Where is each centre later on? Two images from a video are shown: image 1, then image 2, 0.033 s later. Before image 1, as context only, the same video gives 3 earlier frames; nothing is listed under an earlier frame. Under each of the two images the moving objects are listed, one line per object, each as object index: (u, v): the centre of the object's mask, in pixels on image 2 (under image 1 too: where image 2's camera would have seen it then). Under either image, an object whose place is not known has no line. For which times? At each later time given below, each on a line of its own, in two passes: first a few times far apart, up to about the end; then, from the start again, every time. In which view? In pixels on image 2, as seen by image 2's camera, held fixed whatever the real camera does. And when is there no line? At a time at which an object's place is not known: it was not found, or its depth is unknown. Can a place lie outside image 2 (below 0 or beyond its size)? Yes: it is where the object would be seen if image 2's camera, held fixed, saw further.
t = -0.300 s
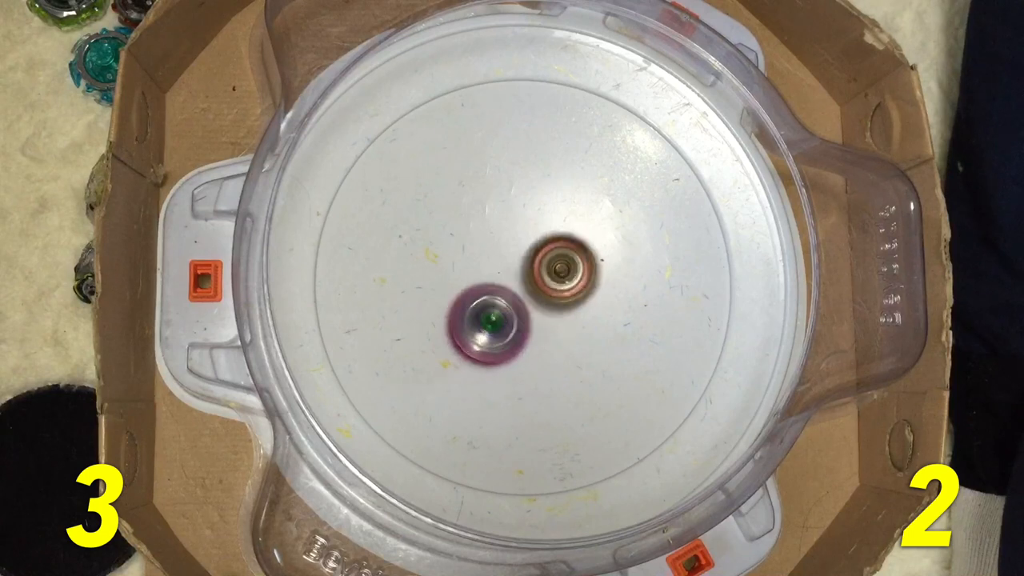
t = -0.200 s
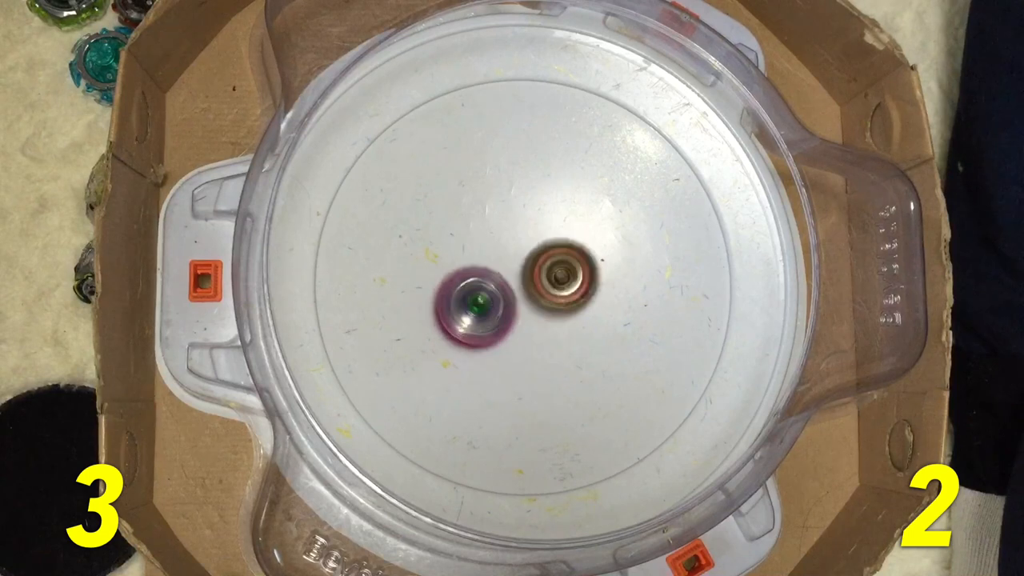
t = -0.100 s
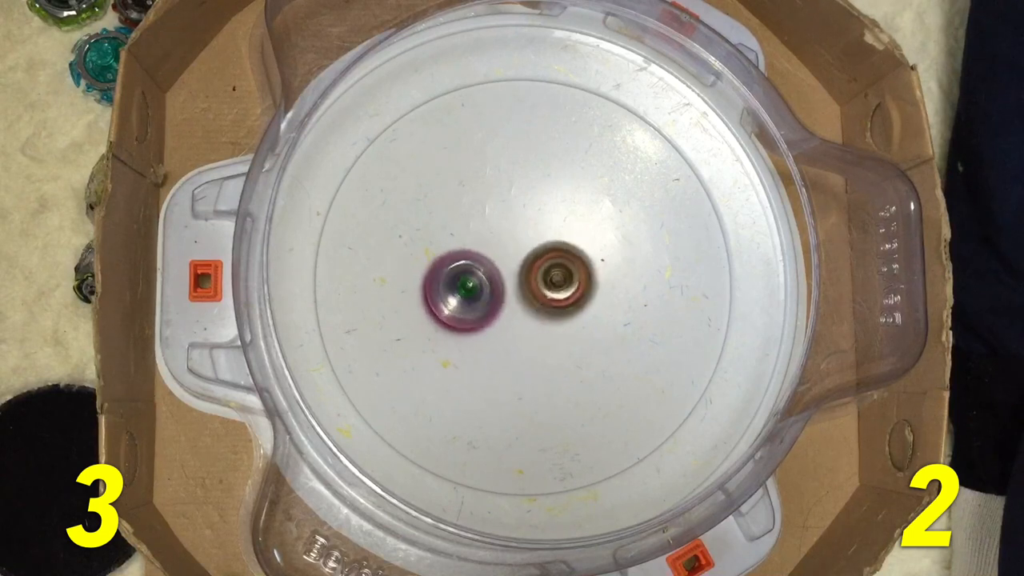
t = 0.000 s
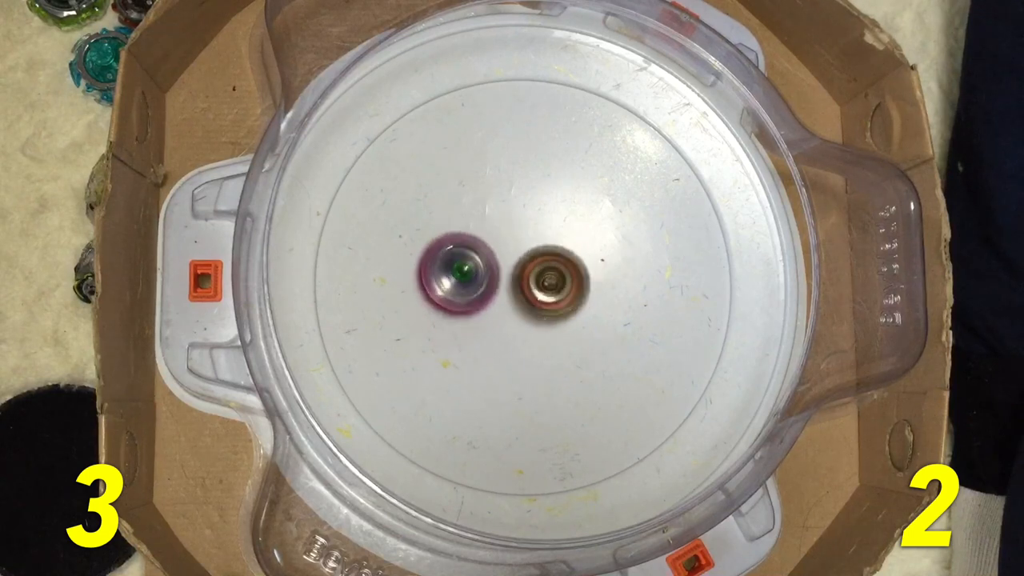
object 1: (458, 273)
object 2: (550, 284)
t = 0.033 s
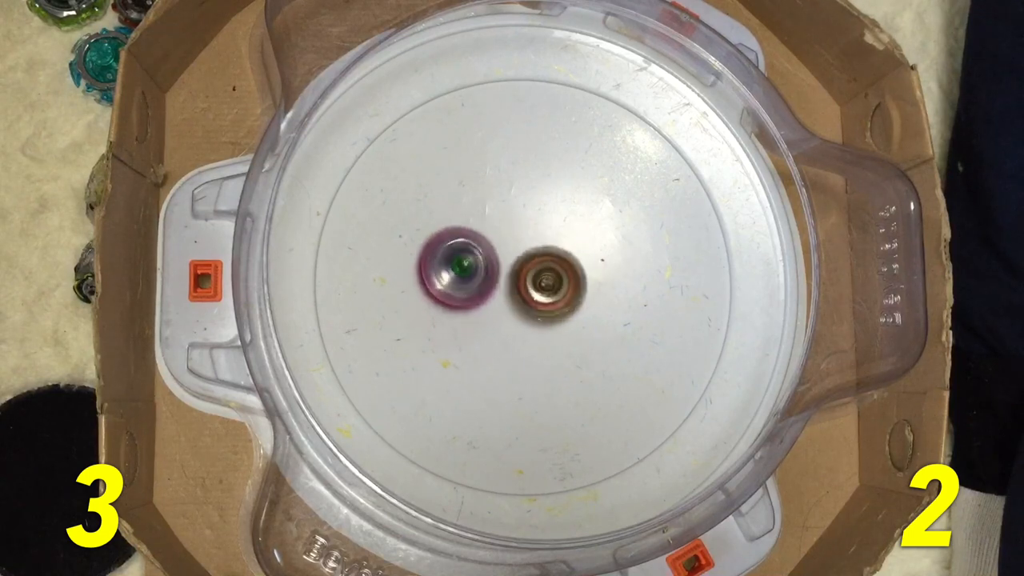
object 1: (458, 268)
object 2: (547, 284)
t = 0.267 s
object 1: (450, 224)
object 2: (542, 294)
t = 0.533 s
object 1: (489, 209)
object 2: (533, 285)
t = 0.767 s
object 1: (527, 184)
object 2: (543, 319)
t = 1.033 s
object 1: (567, 217)
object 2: (546, 317)
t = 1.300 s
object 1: (595, 264)
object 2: (528, 314)
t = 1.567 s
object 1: (592, 313)
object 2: (509, 297)
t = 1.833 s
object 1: (551, 339)
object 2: (513, 265)
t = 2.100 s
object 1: (499, 329)
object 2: (536, 253)
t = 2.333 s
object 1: (475, 295)
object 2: (552, 265)
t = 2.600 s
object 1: (475, 247)
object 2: (548, 290)
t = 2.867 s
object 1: (509, 214)
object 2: (524, 298)
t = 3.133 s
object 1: (554, 214)
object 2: (507, 286)
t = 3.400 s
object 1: (593, 250)
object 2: (499, 267)
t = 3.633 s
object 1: (604, 290)
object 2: (507, 268)
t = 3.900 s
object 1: (575, 336)
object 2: (516, 268)
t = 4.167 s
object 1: (529, 353)
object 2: (519, 255)
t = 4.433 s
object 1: (485, 325)
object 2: (533, 231)
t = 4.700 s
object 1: (480, 264)
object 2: (559, 239)
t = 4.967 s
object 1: (493, 218)
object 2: (555, 275)
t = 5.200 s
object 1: (531, 209)
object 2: (515, 296)
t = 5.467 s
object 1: (568, 248)
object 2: (490, 277)
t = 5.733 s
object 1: (582, 307)
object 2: (501, 253)
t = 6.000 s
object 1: (551, 348)
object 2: (534, 260)
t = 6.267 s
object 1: (501, 348)
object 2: (546, 260)
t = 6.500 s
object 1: (476, 304)
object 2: (546, 255)
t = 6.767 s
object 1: (475, 249)
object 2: (576, 261)
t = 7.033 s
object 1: (524, 222)
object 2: (587, 305)
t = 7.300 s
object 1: (576, 248)
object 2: (513, 307)
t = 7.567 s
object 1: (580, 310)
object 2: (480, 251)
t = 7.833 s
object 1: (538, 339)
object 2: (525, 229)
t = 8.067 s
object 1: (491, 316)
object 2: (567, 274)
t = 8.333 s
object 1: (471, 269)
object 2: (560, 310)
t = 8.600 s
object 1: (506, 215)
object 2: (528, 311)
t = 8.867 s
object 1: (564, 227)
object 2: (523, 292)
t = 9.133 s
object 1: (589, 280)
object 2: (508, 299)
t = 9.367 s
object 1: (583, 328)
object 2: (487, 269)
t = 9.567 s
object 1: (544, 332)
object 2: (514, 243)
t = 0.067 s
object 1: (459, 262)
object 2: (544, 285)
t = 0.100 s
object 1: (456, 254)
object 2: (545, 290)
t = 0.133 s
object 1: (452, 246)
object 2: (547, 293)
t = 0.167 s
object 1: (450, 239)
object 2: (546, 294)
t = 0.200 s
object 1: (449, 233)
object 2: (545, 294)
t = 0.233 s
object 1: (449, 228)
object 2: (544, 294)
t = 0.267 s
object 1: (450, 224)
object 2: (542, 294)
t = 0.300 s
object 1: (453, 220)
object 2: (541, 293)
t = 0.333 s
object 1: (456, 217)
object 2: (540, 292)
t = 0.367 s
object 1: (460, 215)
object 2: (538, 291)
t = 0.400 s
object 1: (465, 213)
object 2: (537, 290)
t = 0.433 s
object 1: (470, 211)
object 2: (536, 289)
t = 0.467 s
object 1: (476, 210)
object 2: (535, 288)
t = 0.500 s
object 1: (483, 209)
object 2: (534, 286)
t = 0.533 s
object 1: (489, 209)
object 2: (533, 285)
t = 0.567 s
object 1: (496, 209)
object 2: (533, 286)
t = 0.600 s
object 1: (501, 199)
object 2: (536, 299)
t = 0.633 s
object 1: (507, 192)
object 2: (538, 309)
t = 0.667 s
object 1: (512, 187)
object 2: (540, 316)
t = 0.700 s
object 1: (516, 184)
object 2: (541, 319)
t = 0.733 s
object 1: (521, 183)
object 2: (542, 319)
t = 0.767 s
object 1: (527, 184)
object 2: (543, 319)
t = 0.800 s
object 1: (532, 185)
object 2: (544, 319)
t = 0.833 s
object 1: (537, 188)
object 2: (544, 319)
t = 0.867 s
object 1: (542, 190)
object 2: (545, 319)
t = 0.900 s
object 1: (548, 194)
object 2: (545, 319)
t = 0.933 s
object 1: (553, 198)
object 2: (546, 319)
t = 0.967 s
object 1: (558, 204)
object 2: (546, 319)
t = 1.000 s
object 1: (562, 210)
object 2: (546, 318)
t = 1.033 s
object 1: (567, 217)
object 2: (546, 317)
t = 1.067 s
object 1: (571, 224)
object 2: (547, 316)
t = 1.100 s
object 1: (575, 232)
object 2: (547, 315)
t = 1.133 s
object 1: (579, 239)
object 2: (546, 314)
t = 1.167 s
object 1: (584, 245)
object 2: (542, 315)
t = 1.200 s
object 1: (588, 250)
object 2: (538, 315)
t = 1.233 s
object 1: (592, 254)
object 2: (533, 316)
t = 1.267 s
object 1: (594, 258)
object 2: (531, 315)
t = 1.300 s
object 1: (595, 264)
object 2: (528, 314)
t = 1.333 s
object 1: (597, 270)
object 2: (524, 313)
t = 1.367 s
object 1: (598, 277)
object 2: (521, 312)
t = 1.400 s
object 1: (598, 283)
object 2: (518, 311)
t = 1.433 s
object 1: (598, 289)
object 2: (515, 310)
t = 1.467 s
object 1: (597, 295)
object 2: (513, 307)
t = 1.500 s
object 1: (596, 301)
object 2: (512, 305)
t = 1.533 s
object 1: (594, 307)
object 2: (511, 301)
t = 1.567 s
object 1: (592, 313)
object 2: (509, 297)
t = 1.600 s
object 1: (589, 318)
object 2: (507, 292)
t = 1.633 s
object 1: (585, 323)
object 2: (507, 287)
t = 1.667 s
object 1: (581, 327)
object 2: (506, 283)
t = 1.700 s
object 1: (575, 331)
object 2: (505, 278)
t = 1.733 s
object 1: (570, 334)
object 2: (506, 275)
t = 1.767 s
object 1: (563, 336)
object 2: (507, 272)
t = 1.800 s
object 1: (558, 338)
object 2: (509, 268)
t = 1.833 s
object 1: (551, 339)
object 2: (513, 265)
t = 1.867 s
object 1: (545, 339)
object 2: (516, 262)
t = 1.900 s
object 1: (538, 340)
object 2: (519, 258)
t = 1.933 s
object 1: (530, 339)
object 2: (522, 255)
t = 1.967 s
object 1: (524, 338)
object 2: (525, 253)
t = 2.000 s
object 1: (517, 336)
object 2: (527, 251)
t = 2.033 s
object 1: (510, 334)
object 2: (529, 252)
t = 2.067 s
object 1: (505, 332)
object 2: (532, 253)
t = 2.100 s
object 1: (499, 329)
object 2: (536, 253)
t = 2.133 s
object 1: (495, 325)
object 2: (540, 255)
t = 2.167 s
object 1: (491, 321)
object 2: (543, 256)
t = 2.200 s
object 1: (487, 317)
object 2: (546, 257)
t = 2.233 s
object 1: (483, 312)
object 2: (549, 258)
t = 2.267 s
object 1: (480, 307)
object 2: (549, 260)
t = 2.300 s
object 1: (477, 301)
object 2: (550, 262)
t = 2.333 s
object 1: (475, 295)
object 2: (552, 265)
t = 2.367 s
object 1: (473, 289)
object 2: (554, 269)
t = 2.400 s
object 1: (471, 283)
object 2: (555, 273)
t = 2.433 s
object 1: (470, 277)
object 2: (556, 277)
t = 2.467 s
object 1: (470, 271)
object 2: (557, 280)
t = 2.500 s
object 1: (470, 265)
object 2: (556, 282)
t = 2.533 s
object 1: (472, 259)
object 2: (554, 284)
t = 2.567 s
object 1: (473, 253)
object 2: (551, 286)
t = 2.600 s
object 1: (475, 247)
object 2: (548, 290)
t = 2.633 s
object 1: (478, 242)
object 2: (546, 293)
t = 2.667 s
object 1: (481, 237)
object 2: (544, 295)
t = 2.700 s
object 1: (485, 232)
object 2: (543, 297)
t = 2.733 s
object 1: (489, 228)
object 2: (540, 297)
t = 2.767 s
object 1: (494, 224)
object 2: (536, 297)
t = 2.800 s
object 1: (499, 221)
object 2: (532, 297)
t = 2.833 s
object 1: (504, 217)
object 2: (527, 298)
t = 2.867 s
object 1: (509, 214)
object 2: (524, 298)
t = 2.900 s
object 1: (514, 211)
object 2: (522, 298)
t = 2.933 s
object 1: (519, 210)
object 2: (520, 297)
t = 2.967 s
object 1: (525, 209)
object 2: (518, 295)
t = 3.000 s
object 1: (531, 209)
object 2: (516, 291)
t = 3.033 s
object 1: (536, 210)
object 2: (512, 288)
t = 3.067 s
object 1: (543, 210)
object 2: (508, 288)
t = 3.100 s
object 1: (549, 211)
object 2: (506, 288)
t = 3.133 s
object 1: (554, 214)
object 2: (507, 286)
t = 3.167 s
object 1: (559, 217)
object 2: (507, 283)
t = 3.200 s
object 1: (563, 220)
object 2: (506, 279)
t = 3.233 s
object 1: (568, 223)
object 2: (502, 277)
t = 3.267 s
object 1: (573, 227)
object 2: (501, 275)
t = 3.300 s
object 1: (577, 233)
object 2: (503, 275)
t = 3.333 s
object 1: (580, 239)
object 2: (506, 273)
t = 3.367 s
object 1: (585, 244)
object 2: (505, 269)
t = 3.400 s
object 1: (593, 250)
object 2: (499, 267)
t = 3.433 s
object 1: (598, 255)
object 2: (498, 267)
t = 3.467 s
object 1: (602, 260)
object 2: (499, 268)
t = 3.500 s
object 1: (605, 266)
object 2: (502, 268)
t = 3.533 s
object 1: (606, 272)
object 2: (503, 267)
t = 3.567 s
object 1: (606, 278)
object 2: (504, 266)
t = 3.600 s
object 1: (605, 284)
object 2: (504, 266)
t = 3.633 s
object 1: (604, 290)
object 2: (507, 268)
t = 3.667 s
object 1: (601, 296)
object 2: (511, 269)
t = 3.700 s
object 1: (597, 302)
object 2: (514, 269)
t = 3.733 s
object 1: (592, 308)
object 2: (514, 269)
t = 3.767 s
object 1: (590, 314)
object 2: (514, 269)
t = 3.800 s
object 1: (588, 322)
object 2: (512, 268)
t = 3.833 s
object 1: (585, 328)
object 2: (515, 268)
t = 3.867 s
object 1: (580, 332)
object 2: (517, 268)
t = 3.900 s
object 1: (575, 336)
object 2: (516, 268)
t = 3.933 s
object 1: (570, 340)
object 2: (514, 270)
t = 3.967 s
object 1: (564, 342)
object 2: (515, 272)
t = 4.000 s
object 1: (558, 345)
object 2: (517, 272)
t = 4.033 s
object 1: (552, 347)
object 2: (517, 269)
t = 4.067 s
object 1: (545, 348)
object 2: (516, 269)
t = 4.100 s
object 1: (540, 351)
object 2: (516, 266)
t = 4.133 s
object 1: (534, 354)
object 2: (519, 260)
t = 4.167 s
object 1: (529, 353)
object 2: (519, 255)
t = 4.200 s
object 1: (524, 352)
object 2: (517, 254)
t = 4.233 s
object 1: (519, 348)
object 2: (517, 254)
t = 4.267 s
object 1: (513, 344)
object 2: (520, 252)
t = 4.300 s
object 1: (508, 339)
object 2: (520, 250)
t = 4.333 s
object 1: (503, 332)
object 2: (519, 250)
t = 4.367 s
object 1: (498, 329)
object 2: (523, 248)
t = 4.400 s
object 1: (490, 328)
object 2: (530, 238)
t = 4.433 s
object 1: (485, 325)
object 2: (533, 231)
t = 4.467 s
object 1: (482, 320)
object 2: (538, 232)
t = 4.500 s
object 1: (481, 314)
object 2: (542, 229)
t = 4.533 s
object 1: (479, 306)
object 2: (543, 228)
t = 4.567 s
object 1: (478, 298)
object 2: (546, 231)
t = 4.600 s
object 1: (478, 290)
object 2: (551, 231)
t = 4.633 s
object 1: (479, 281)
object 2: (551, 231)
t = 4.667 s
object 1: (480, 273)
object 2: (553, 236)
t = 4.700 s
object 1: (480, 264)
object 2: (559, 239)
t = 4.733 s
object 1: (477, 257)
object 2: (564, 240)
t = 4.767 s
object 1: (476, 250)
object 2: (566, 247)
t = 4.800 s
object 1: (476, 244)
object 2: (569, 252)
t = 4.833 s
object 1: (478, 239)
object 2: (568, 253)
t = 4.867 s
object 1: (481, 233)
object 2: (565, 260)
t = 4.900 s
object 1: (484, 228)
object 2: (566, 265)
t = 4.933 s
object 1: (488, 223)
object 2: (561, 267)
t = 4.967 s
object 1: (493, 218)
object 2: (555, 275)
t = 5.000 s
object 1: (498, 215)
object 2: (554, 281)
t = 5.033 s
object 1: (503, 212)
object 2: (546, 282)
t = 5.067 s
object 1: (508, 210)
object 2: (538, 288)
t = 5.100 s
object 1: (513, 209)
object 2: (535, 292)
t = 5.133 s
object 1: (519, 208)
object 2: (526, 292)
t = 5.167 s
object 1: (524, 208)
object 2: (519, 296)
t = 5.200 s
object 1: (531, 209)
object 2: (515, 296)
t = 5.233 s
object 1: (536, 211)
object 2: (507, 294)
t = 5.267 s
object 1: (542, 214)
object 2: (502, 295)
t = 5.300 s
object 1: (547, 217)
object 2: (499, 291)
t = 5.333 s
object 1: (552, 222)
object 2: (493, 288)
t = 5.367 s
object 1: (556, 228)
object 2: (493, 287)
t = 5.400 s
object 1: (561, 233)
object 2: (491, 282)
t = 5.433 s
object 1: (565, 240)
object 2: (488, 278)
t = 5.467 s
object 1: (568, 248)
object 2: (490, 277)
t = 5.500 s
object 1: (571, 255)
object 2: (489, 271)
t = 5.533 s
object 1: (573, 262)
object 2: (490, 270)
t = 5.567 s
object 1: (576, 270)
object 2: (493, 265)
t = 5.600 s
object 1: (581, 279)
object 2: (489, 259)
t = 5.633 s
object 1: (584, 287)
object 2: (492, 259)
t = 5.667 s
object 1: (584, 294)
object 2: (494, 255)
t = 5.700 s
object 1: (584, 301)
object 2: (495, 255)
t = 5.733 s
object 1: (582, 307)
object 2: (501, 253)
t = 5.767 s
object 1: (580, 314)
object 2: (502, 252)
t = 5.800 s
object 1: (577, 319)
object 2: (509, 254)
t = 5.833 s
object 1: (573, 325)
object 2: (513, 253)
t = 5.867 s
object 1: (569, 329)
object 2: (518, 257)
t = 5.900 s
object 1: (565, 333)
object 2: (526, 258)
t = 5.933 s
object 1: (560, 340)
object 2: (527, 258)
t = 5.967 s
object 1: (555, 345)
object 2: (534, 259)
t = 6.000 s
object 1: (551, 348)
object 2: (534, 260)
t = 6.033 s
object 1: (545, 349)
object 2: (537, 265)
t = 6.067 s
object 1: (538, 349)
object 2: (539, 265)
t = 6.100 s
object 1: (530, 354)
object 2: (541, 265)
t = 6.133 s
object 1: (523, 357)
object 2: (547, 259)
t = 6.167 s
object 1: (517, 357)
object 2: (547, 260)
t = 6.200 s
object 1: (511, 356)
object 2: (549, 260)
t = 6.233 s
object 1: (505, 352)
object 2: (544, 262)
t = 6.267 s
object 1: (501, 348)
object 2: (546, 260)
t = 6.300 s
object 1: (496, 342)
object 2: (543, 260)
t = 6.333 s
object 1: (492, 336)
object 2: (545, 262)
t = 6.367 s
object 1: (488, 329)
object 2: (540, 261)
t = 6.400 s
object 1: (486, 322)
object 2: (542, 262)
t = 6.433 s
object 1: (480, 317)
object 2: (542, 257)
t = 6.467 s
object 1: (477, 311)
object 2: (548, 257)
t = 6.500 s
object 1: (476, 304)
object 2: (546, 255)
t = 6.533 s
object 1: (476, 297)
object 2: (548, 256)
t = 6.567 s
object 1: (473, 290)
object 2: (549, 254)
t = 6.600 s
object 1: (472, 284)
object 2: (556, 254)
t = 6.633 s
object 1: (473, 277)
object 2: (555, 253)
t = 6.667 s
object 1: (475, 270)
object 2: (560, 254)
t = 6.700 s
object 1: (478, 262)
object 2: (558, 255)
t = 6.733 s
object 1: (475, 255)
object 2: (571, 257)
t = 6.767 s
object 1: (475, 249)
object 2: (576, 261)
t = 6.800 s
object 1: (478, 245)
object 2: (586, 265)
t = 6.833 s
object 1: (484, 240)
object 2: (588, 273)
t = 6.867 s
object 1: (489, 235)
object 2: (594, 276)
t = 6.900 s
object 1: (495, 231)
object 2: (594, 285)
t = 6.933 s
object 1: (503, 228)
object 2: (594, 286)
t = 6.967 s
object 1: (511, 225)
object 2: (594, 296)
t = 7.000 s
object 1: (517, 223)
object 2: (589, 297)
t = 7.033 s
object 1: (524, 222)
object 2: (587, 305)
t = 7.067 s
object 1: (532, 223)
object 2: (577, 309)
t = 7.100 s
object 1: (540, 223)
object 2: (574, 312)
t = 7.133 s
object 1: (546, 225)
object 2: (563, 315)
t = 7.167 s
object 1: (553, 229)
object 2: (557, 314)
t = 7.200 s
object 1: (559, 233)
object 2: (544, 316)
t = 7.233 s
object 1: (565, 238)
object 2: (536, 312)
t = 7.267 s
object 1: (571, 243)
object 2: (525, 313)
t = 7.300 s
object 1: (576, 248)
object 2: (513, 307)
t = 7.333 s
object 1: (579, 254)
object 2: (506, 304)
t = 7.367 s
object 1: (581, 263)
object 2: (496, 296)
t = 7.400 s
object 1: (583, 271)
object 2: (491, 289)
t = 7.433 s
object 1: (584, 279)
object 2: (484, 282)
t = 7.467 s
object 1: (584, 287)
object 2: (479, 272)
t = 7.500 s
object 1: (584, 295)
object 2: (479, 267)
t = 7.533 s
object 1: (582, 303)
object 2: (476, 256)
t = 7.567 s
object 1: (580, 310)
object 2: (480, 251)
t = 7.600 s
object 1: (577, 316)
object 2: (480, 244)
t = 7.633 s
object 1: (573, 322)
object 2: (485, 236)
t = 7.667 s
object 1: (568, 328)
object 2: (489, 235)
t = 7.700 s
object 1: (563, 332)
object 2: (495, 227)
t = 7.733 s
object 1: (557, 335)
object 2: (504, 228)
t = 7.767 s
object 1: (551, 337)
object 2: (508, 225)
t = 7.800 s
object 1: (545, 339)
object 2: (520, 224)
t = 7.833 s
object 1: (538, 339)
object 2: (525, 229)
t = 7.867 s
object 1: (531, 338)
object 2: (534, 228)
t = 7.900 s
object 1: (525, 336)
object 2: (542, 237)
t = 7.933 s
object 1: (518, 333)
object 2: (545, 240)
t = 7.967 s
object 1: (512, 329)
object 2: (554, 248)
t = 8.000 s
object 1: (506, 325)
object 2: (556, 258)
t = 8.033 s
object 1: (501, 320)
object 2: (560, 263)
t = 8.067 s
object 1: (491, 316)
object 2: (567, 274)
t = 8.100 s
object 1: (482, 312)
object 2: (572, 278)
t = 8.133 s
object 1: (476, 308)
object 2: (579, 284)
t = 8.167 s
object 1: (473, 302)
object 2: (577, 291)
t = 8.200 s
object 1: (471, 296)
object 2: (576, 293)
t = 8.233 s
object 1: (469, 290)
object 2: (575, 301)
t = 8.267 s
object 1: (469, 283)
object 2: (568, 304)
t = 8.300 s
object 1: (469, 276)
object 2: (566, 304)
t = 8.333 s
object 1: (471, 269)
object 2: (560, 310)
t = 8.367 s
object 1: (474, 262)
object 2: (550, 309)
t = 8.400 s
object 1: (477, 256)
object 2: (548, 309)
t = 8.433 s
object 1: (482, 250)
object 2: (539, 309)
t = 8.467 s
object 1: (484, 238)
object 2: (536, 313)
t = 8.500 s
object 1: (488, 229)
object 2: (535, 320)
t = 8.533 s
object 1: (493, 223)
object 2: (526, 321)
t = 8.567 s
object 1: (499, 218)
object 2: (523, 314)
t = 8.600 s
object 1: (506, 215)
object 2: (528, 311)
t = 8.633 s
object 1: (513, 213)
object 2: (526, 311)
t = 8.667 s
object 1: (521, 212)
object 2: (523, 307)
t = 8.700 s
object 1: (529, 213)
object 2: (527, 303)
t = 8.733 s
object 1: (537, 214)
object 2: (527, 303)
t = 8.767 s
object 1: (544, 217)
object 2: (526, 296)
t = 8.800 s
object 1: (551, 219)
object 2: (527, 293)
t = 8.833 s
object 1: (558, 223)
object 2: (526, 294)
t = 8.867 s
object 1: (564, 227)
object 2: (523, 292)
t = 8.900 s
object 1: (572, 231)
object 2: (519, 295)
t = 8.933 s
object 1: (578, 234)
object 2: (513, 300)
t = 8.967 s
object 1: (583, 241)
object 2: (509, 299)
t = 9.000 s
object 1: (586, 247)
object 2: (510, 298)
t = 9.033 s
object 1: (587, 255)
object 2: (512, 302)
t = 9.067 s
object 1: (587, 264)
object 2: (510, 303)
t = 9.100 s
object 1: (586, 272)
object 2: (511, 300)
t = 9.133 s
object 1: (589, 280)
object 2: (508, 299)
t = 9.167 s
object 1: (592, 287)
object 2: (502, 300)
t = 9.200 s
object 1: (590, 293)
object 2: (497, 296)
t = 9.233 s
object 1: (589, 299)
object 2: (499, 292)
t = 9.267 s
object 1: (585, 304)
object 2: (505, 289)
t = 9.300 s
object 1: (583, 312)
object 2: (505, 288)
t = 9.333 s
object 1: (585, 322)
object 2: (495, 280)
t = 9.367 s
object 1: (583, 328)
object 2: (487, 269)
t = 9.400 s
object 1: (579, 332)
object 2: (484, 258)
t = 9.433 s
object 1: (573, 333)
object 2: (487, 250)
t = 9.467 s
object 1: (565, 334)
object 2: (492, 245)
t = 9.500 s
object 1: (559, 335)
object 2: (498, 242)
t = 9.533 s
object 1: (551, 333)
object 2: (505, 242)
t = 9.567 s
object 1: (544, 332)
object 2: (514, 243)
